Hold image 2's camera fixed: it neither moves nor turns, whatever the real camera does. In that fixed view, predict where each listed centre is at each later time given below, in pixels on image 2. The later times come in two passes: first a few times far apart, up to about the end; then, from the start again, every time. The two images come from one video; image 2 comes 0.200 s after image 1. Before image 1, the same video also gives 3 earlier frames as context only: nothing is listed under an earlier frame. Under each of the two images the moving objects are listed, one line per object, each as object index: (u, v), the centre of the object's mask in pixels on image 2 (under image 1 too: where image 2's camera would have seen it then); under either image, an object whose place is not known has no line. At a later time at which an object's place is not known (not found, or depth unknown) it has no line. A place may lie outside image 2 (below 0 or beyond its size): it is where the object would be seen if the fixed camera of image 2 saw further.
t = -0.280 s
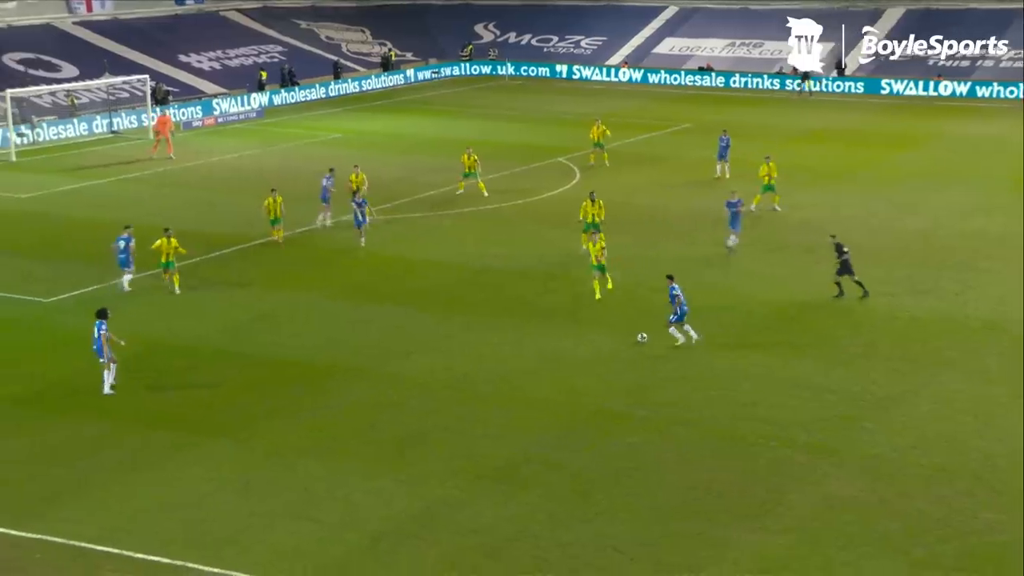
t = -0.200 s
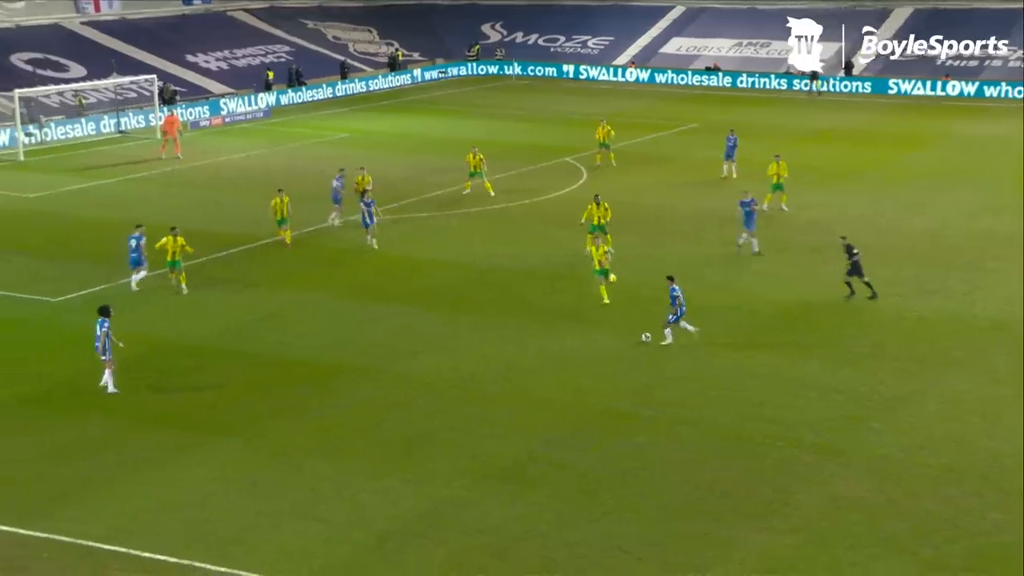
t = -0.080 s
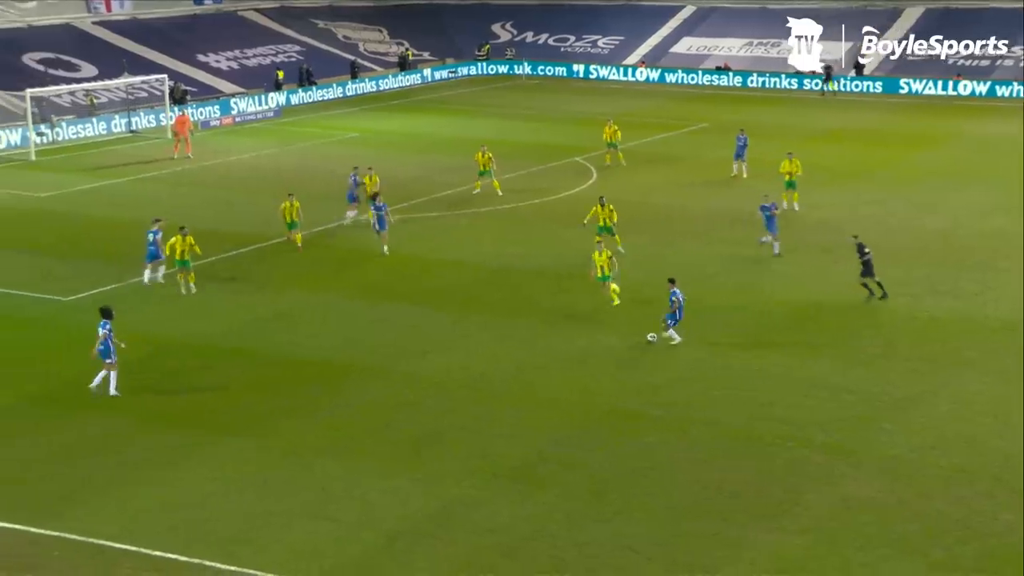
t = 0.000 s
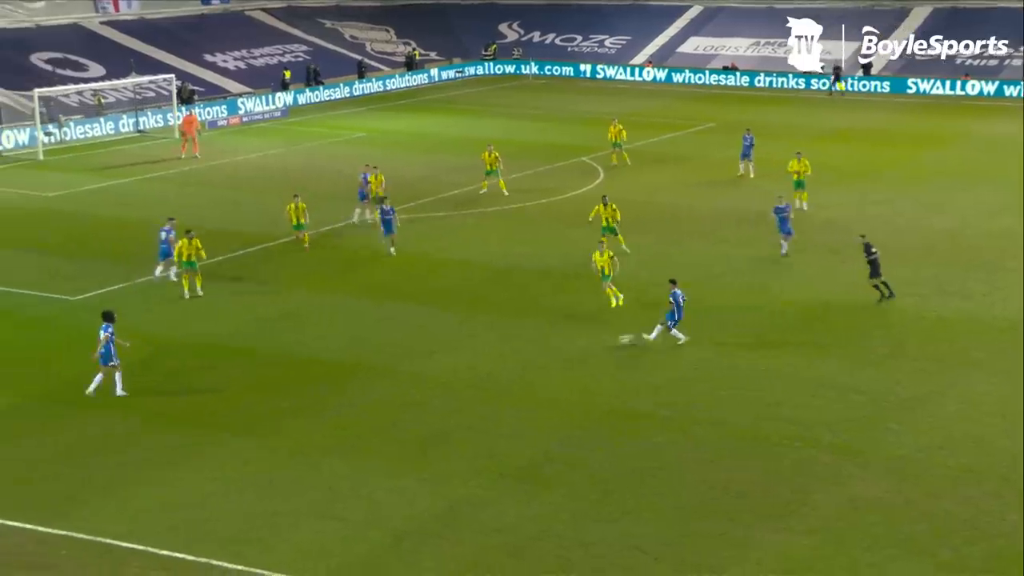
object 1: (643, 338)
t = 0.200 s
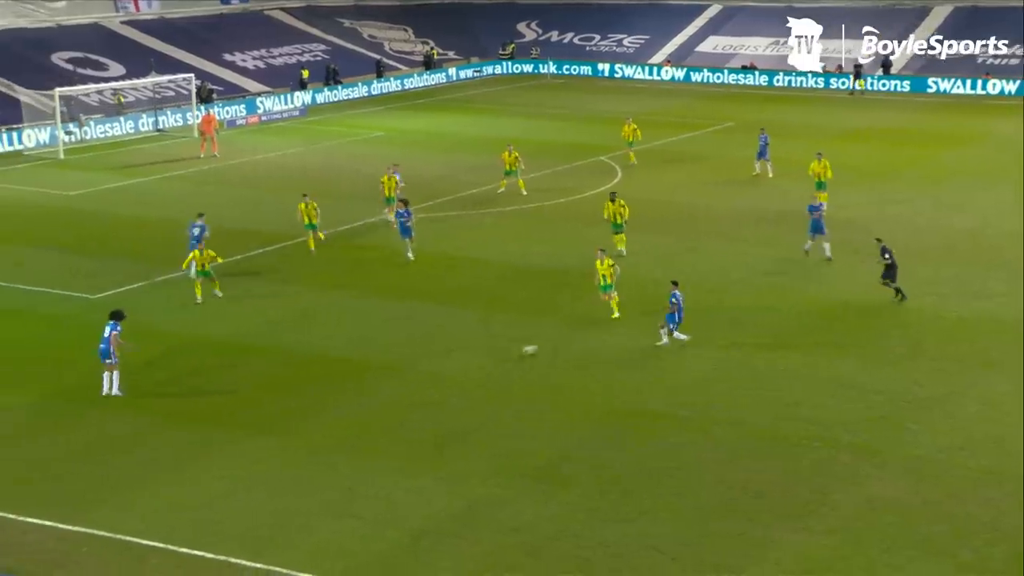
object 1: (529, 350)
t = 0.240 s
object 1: (508, 352)
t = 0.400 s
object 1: (424, 361)
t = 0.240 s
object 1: (508, 352)
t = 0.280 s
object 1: (486, 353)
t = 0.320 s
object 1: (464, 356)
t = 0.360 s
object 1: (445, 358)
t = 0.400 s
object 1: (424, 361)
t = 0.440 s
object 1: (404, 362)
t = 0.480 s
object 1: (384, 365)
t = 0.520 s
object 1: (364, 366)
